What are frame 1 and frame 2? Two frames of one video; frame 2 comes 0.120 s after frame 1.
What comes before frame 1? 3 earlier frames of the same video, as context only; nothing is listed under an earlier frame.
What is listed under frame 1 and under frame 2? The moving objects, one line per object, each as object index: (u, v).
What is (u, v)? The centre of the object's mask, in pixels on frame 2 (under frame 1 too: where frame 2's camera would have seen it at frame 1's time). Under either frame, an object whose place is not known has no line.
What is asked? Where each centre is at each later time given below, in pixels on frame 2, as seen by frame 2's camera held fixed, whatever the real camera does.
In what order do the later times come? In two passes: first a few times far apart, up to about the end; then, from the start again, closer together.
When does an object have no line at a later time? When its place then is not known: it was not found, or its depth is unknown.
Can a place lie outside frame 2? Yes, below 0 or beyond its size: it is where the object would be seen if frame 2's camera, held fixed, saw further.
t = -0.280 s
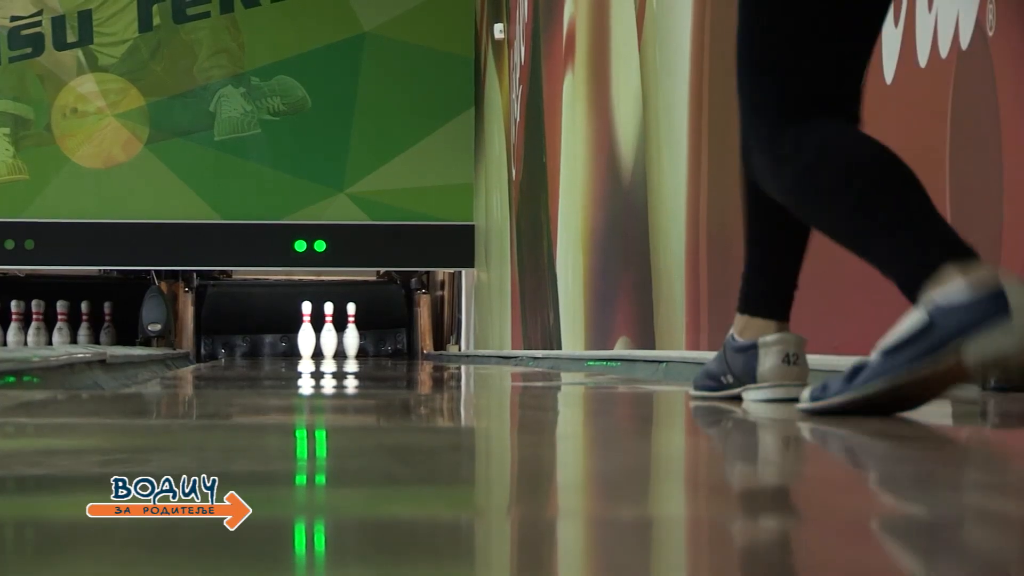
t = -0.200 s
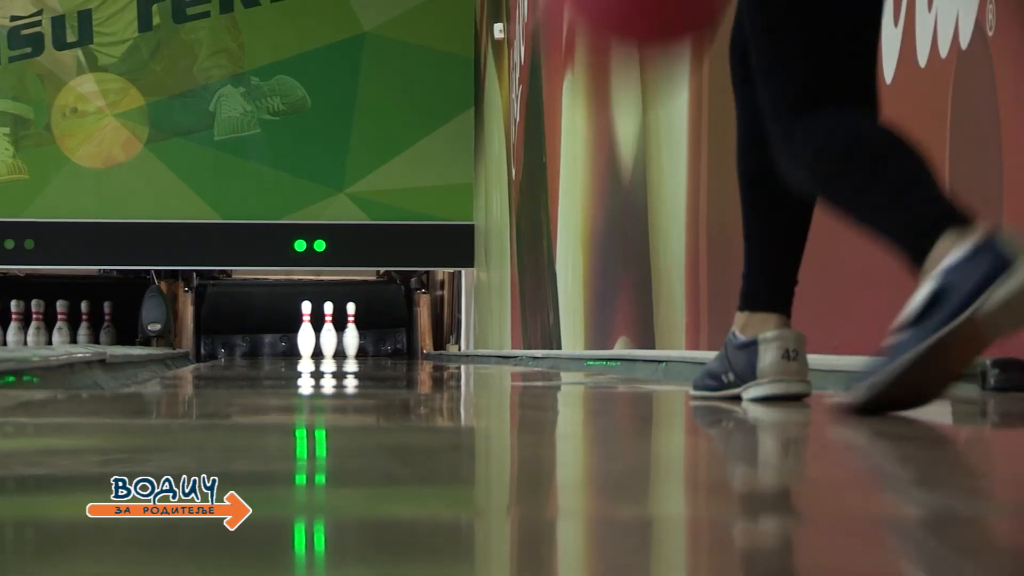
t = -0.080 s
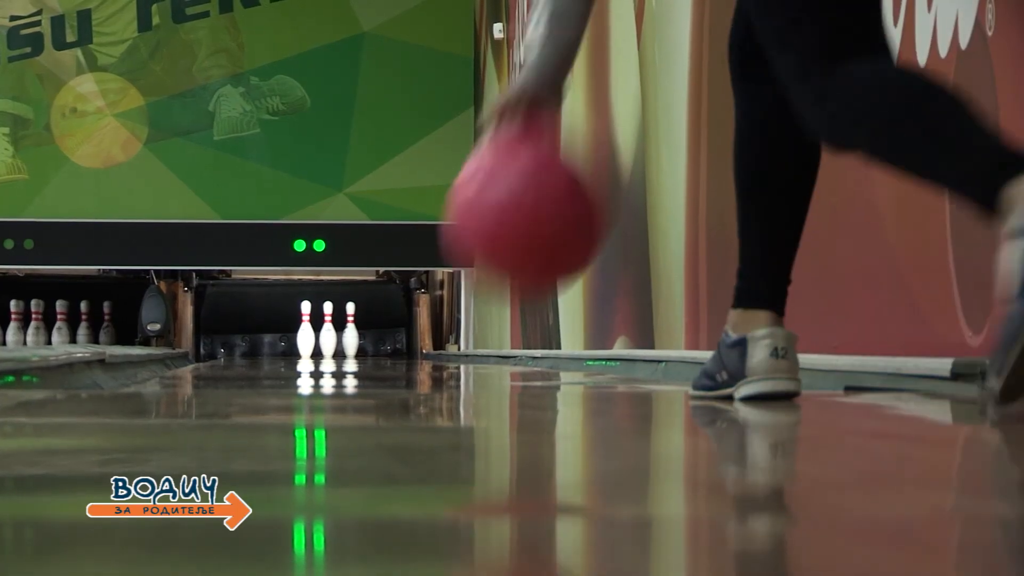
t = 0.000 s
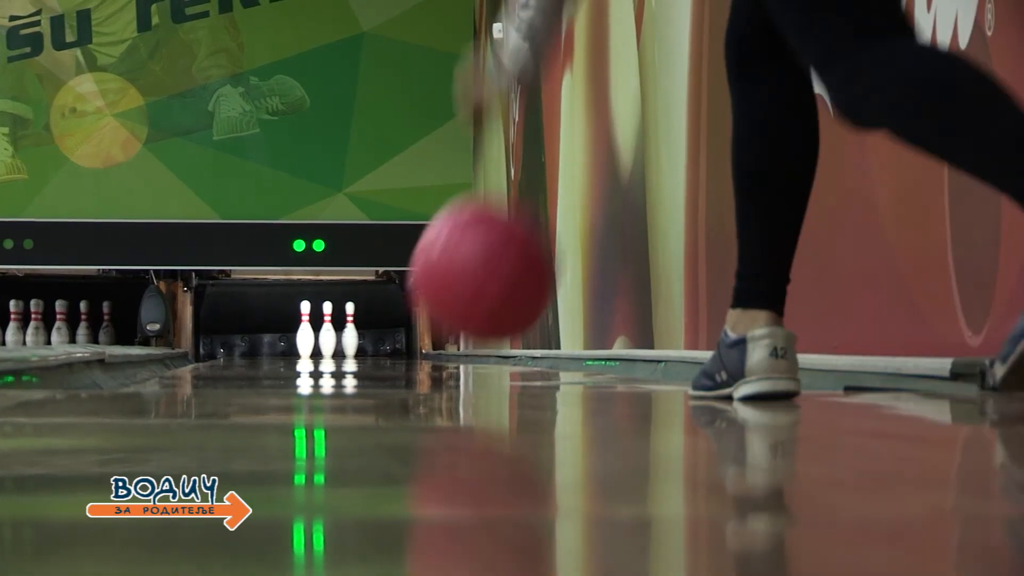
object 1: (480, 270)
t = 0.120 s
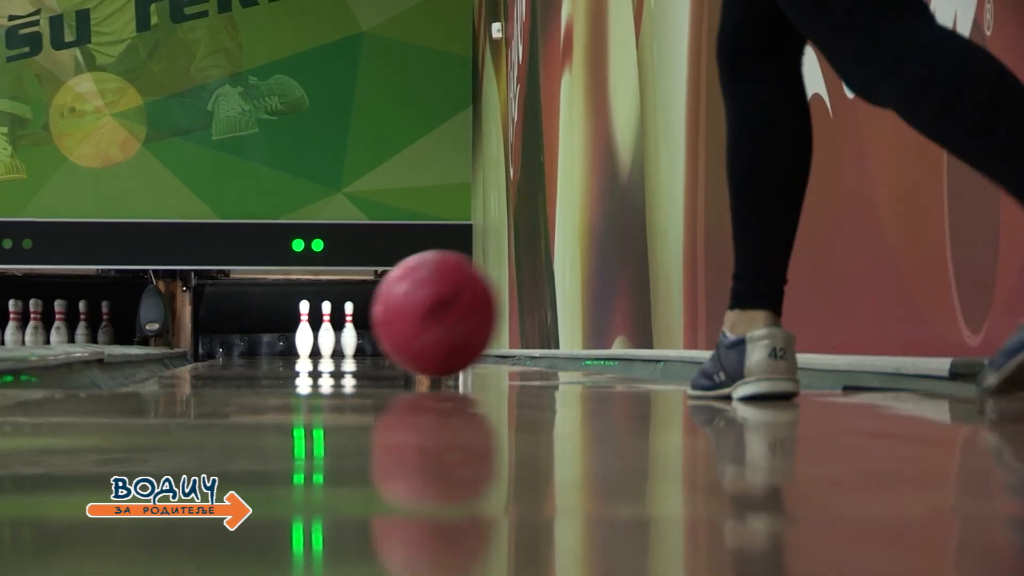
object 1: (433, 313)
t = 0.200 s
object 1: (411, 323)
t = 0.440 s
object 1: (361, 327)
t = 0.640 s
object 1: (333, 328)
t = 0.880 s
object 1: (310, 330)
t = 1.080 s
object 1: (297, 332)
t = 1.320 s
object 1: (286, 335)
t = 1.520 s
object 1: (279, 335)
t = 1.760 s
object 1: (275, 336)
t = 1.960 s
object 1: (273, 337)
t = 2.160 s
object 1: (272, 338)
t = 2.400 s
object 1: (273, 339)
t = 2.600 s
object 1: (275, 340)
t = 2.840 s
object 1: (278, 340)
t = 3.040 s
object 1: (281, 340)
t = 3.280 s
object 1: (274, 341)
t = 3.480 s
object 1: (254, 341)
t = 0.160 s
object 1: (422, 319)
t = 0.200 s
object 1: (411, 323)
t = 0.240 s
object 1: (402, 325)
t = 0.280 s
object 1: (391, 326)
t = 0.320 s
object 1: (383, 327)
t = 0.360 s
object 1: (375, 327)
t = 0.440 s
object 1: (361, 327)
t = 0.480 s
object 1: (355, 327)
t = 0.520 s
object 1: (349, 327)
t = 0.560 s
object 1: (343, 327)
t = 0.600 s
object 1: (338, 328)
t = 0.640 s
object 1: (333, 328)
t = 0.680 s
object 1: (328, 329)
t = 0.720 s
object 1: (324, 329)
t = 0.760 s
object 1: (319, 330)
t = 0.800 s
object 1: (316, 330)
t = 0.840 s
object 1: (312, 330)
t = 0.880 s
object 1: (310, 330)
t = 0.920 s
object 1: (307, 331)
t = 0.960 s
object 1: (304, 331)
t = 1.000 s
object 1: (301, 331)
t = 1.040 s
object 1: (299, 332)
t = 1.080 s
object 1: (297, 332)
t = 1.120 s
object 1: (294, 332)
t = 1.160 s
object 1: (292, 333)
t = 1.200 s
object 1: (291, 333)
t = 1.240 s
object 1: (289, 334)
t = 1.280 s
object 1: (287, 334)
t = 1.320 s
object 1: (286, 335)
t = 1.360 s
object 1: (284, 335)
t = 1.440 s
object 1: (281, 335)
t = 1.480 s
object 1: (280, 335)
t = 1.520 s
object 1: (279, 335)
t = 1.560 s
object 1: (278, 336)
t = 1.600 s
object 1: (277, 336)
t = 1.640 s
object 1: (277, 336)
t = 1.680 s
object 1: (276, 336)
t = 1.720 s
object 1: (275, 336)
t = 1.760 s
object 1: (275, 336)
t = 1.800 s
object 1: (274, 336)
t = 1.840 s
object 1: (274, 337)
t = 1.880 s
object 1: (274, 337)
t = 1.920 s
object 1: (273, 337)
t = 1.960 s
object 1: (273, 337)
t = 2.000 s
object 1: (273, 337)
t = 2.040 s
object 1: (273, 337)
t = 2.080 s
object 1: (272, 337)
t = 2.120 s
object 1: (272, 337)
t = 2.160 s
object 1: (272, 338)
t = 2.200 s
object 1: (272, 338)
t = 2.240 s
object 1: (272, 338)
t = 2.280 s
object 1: (273, 338)
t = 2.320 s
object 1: (273, 338)
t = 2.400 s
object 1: (273, 339)
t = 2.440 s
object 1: (274, 339)
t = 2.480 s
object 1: (274, 339)
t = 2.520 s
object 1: (274, 339)
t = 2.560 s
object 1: (275, 340)
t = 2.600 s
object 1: (275, 340)
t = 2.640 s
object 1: (275, 340)
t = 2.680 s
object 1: (275, 340)
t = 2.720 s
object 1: (276, 340)
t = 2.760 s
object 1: (276, 340)
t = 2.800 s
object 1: (277, 340)
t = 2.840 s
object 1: (278, 340)
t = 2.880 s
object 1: (279, 340)
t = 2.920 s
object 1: (279, 340)
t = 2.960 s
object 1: (280, 340)
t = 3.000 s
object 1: (281, 340)
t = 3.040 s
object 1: (281, 340)
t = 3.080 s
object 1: (282, 340)
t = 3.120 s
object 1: (282, 340)
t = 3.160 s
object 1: (283, 340)
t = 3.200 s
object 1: (284, 340)
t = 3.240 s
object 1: (280, 340)
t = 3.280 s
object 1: (274, 341)
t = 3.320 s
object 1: (270, 341)
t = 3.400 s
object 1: (262, 341)
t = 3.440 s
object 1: (258, 341)
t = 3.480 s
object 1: (254, 341)
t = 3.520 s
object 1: (251, 341)
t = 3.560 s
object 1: (248, 342)
